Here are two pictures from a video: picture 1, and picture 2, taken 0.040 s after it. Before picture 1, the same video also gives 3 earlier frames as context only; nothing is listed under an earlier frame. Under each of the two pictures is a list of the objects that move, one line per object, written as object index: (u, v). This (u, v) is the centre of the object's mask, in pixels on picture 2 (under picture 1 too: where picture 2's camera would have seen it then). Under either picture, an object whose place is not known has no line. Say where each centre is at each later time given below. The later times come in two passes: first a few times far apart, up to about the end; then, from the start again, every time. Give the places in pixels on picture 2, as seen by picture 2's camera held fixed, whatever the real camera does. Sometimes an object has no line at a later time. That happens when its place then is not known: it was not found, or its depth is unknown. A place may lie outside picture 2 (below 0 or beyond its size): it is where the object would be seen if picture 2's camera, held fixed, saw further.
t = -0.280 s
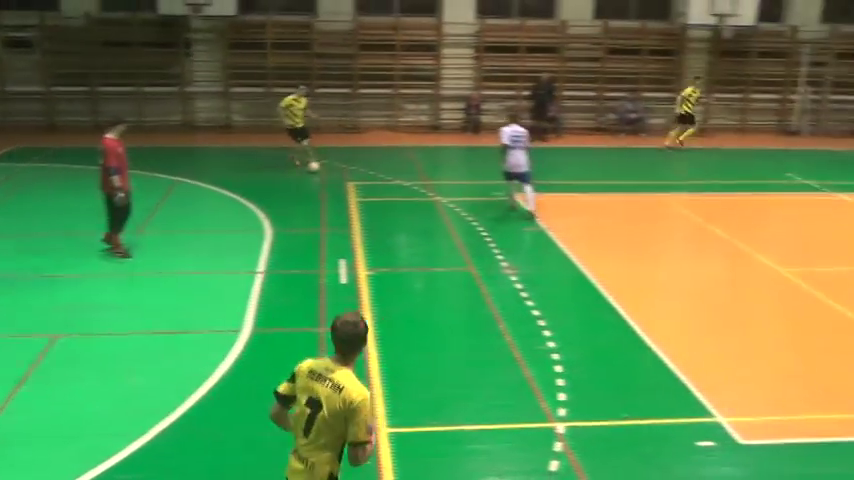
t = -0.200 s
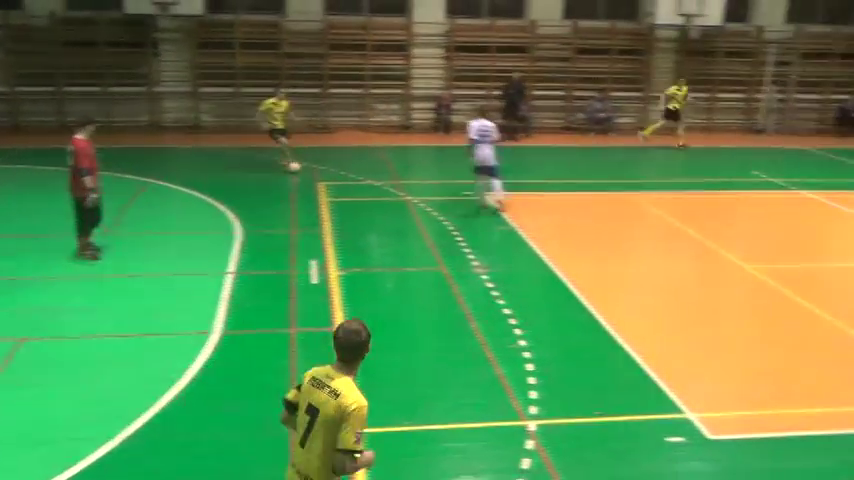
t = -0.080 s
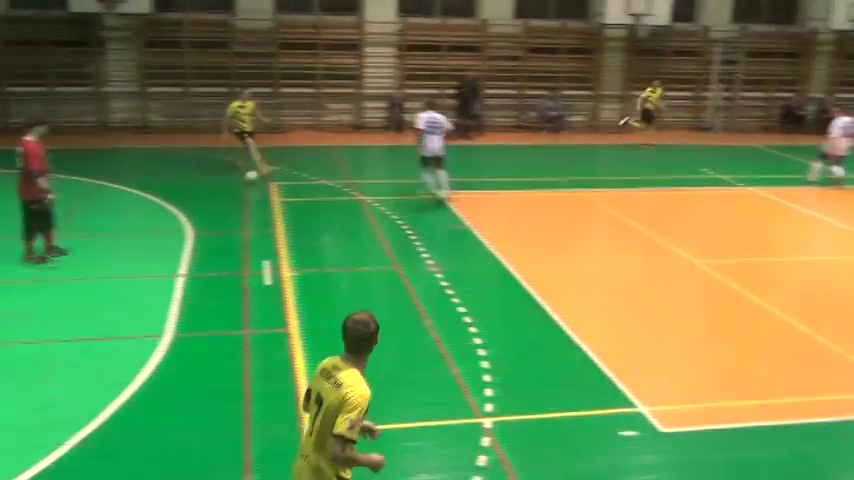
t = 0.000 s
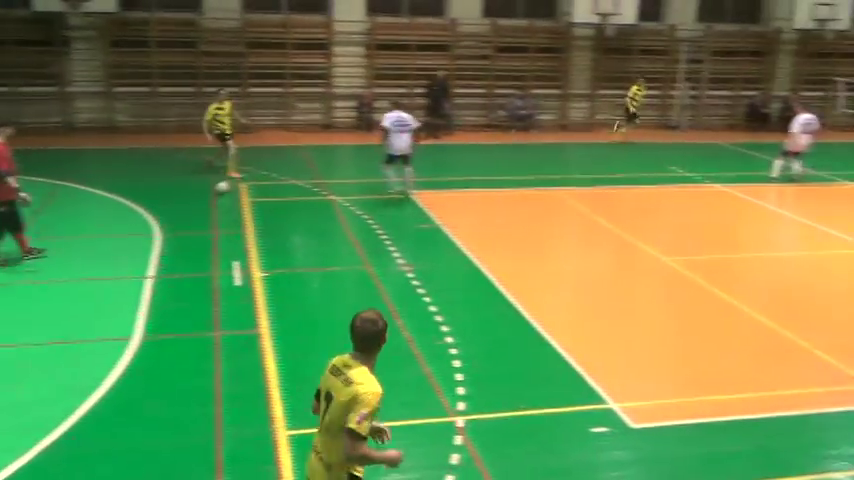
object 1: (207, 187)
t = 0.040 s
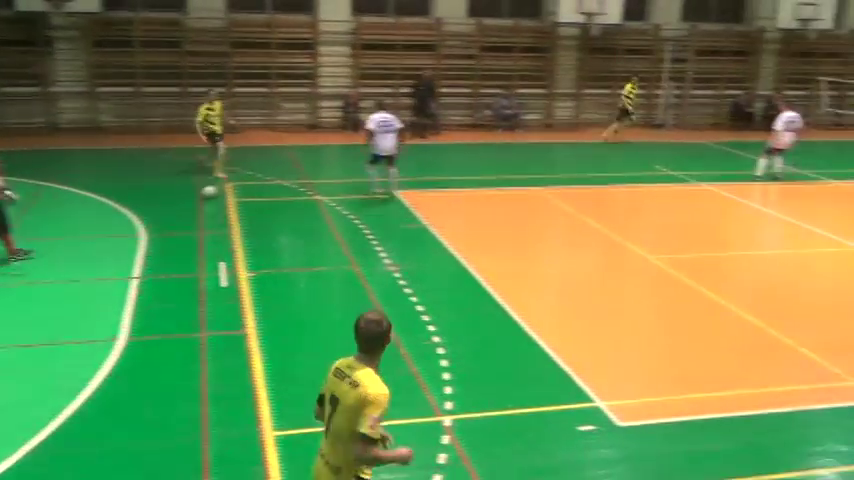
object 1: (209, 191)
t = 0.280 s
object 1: (216, 219)
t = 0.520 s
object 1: (228, 249)
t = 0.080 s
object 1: (209, 195)
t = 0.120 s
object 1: (210, 200)
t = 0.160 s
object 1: (212, 205)
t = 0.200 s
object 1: (213, 210)
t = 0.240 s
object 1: (214, 214)
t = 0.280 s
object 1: (216, 219)
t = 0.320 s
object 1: (218, 224)
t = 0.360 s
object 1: (219, 227)
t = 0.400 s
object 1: (221, 232)
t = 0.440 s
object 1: (223, 237)
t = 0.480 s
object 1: (226, 244)
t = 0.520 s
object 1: (228, 249)
